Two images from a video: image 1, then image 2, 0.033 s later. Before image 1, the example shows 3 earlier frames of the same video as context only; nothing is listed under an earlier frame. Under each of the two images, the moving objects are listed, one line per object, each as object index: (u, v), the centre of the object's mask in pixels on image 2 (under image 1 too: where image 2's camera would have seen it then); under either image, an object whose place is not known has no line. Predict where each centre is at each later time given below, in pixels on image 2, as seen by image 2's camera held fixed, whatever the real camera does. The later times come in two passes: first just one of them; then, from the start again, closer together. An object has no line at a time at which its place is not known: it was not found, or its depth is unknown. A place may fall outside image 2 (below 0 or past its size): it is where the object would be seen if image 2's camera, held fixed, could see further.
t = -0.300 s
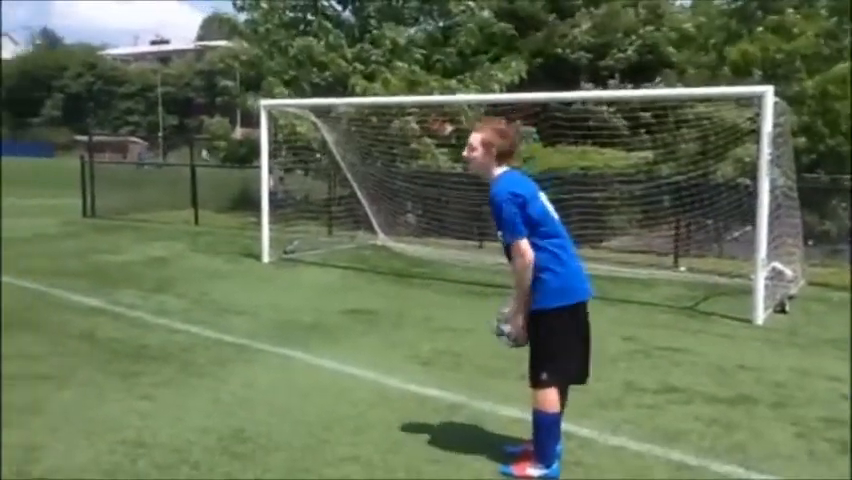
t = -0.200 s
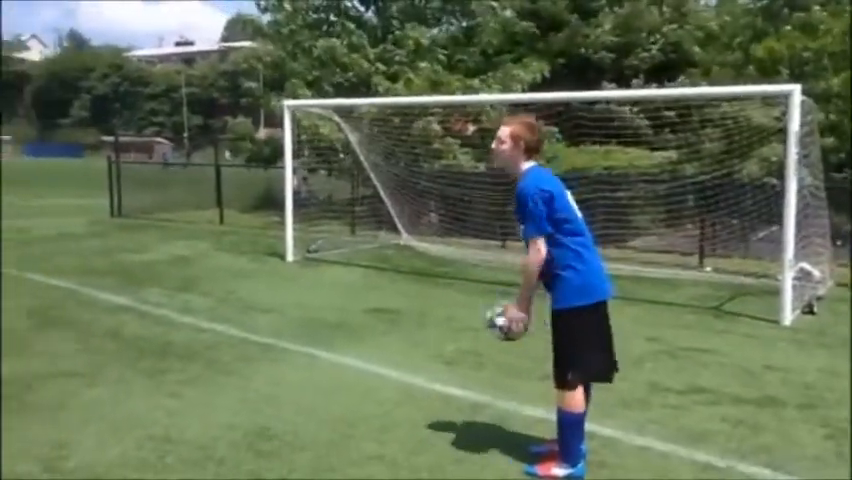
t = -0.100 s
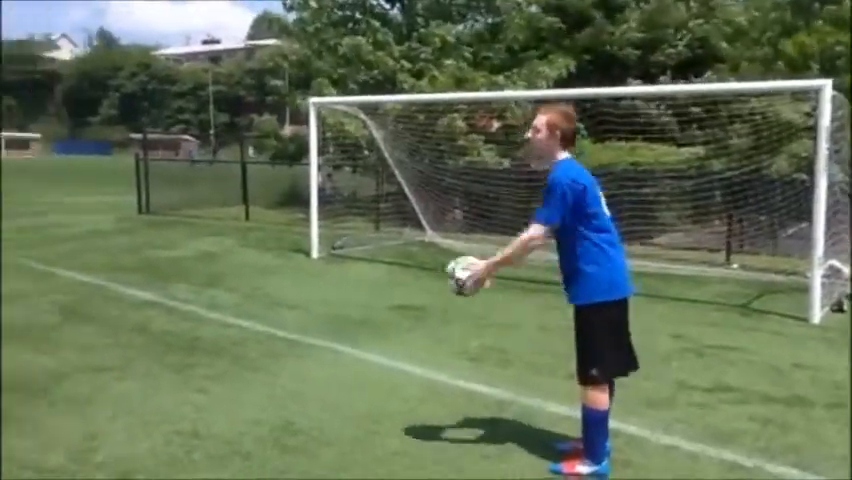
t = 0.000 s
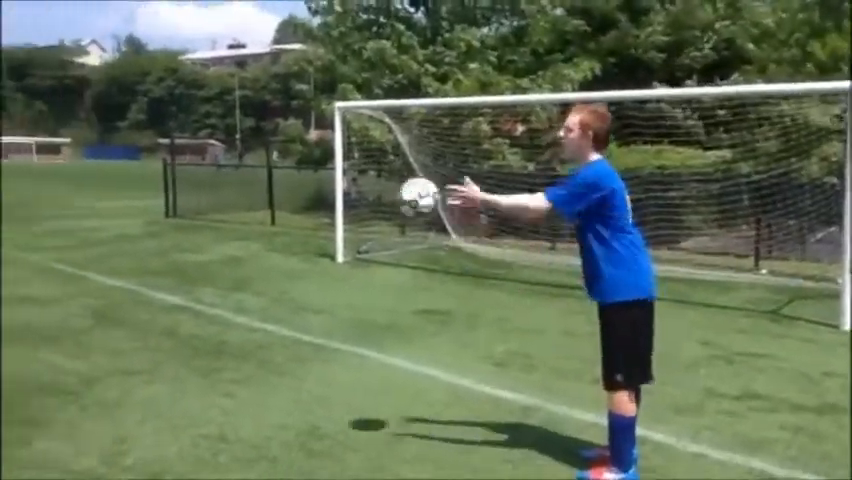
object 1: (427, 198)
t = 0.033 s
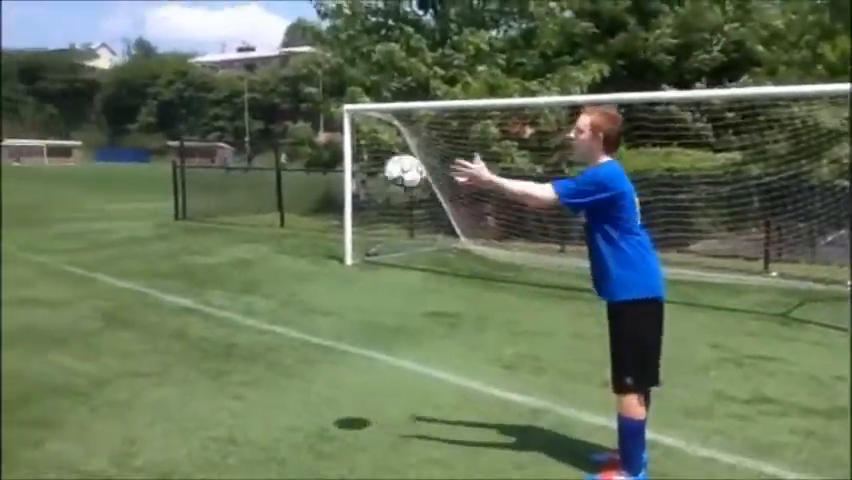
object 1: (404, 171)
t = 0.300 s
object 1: (219, 50)
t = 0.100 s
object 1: (359, 127)
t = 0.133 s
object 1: (334, 110)
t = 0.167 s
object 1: (312, 92)
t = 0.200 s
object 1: (288, 77)
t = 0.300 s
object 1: (219, 50)
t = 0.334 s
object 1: (198, 47)
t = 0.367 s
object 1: (176, 43)
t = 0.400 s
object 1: (153, 41)
